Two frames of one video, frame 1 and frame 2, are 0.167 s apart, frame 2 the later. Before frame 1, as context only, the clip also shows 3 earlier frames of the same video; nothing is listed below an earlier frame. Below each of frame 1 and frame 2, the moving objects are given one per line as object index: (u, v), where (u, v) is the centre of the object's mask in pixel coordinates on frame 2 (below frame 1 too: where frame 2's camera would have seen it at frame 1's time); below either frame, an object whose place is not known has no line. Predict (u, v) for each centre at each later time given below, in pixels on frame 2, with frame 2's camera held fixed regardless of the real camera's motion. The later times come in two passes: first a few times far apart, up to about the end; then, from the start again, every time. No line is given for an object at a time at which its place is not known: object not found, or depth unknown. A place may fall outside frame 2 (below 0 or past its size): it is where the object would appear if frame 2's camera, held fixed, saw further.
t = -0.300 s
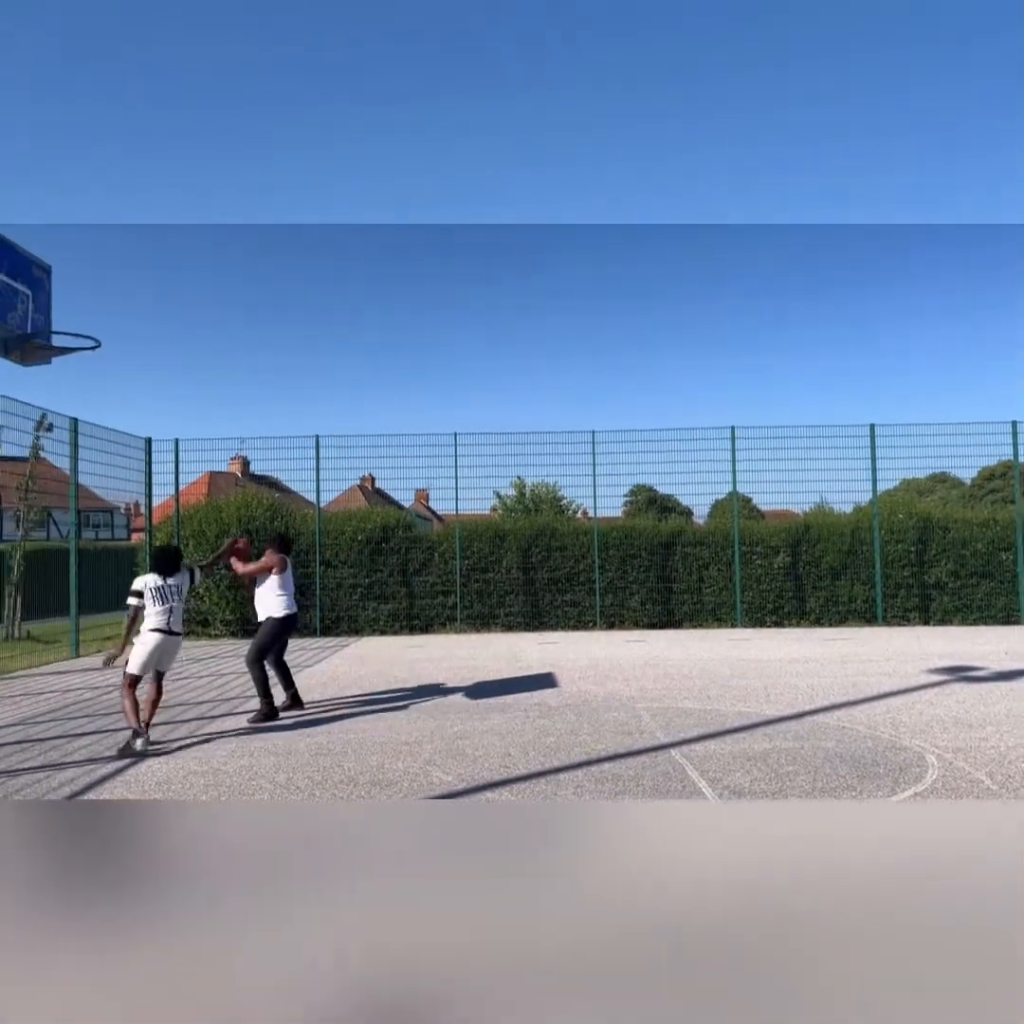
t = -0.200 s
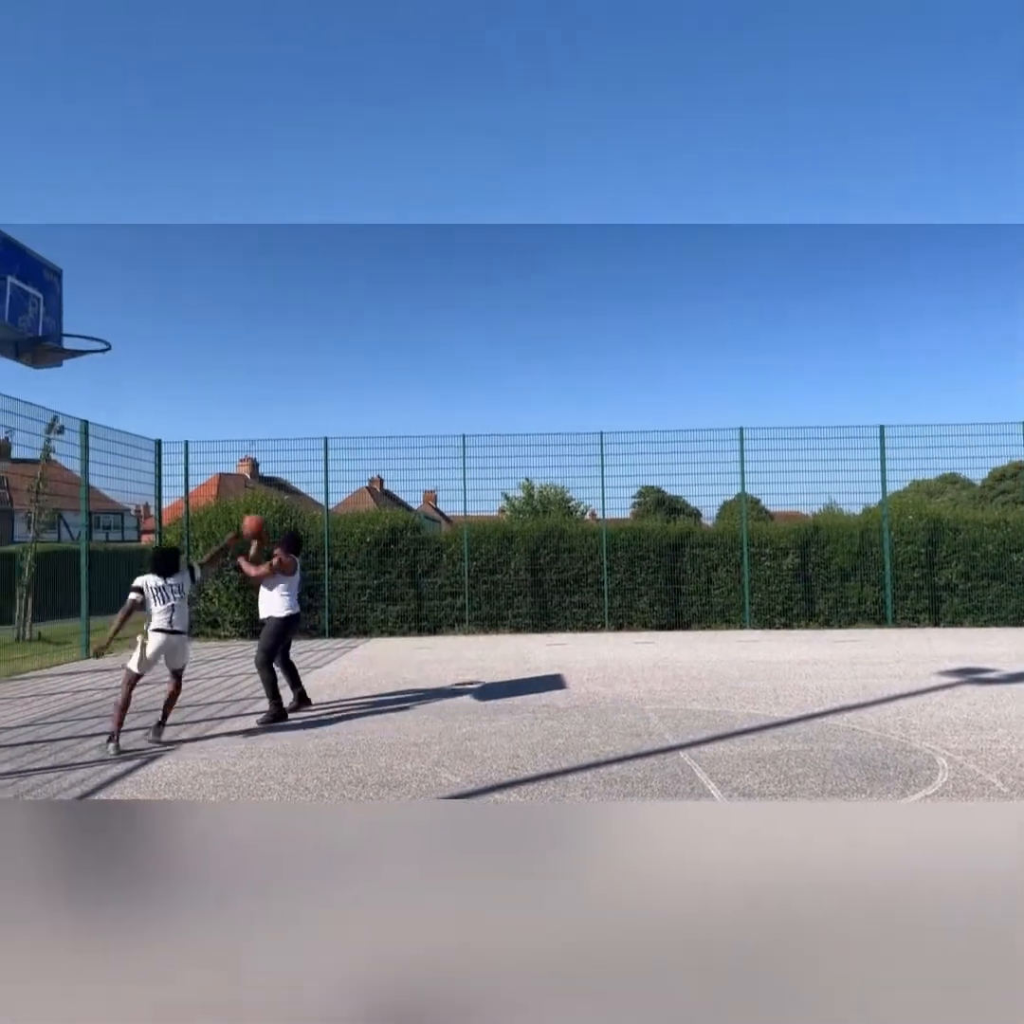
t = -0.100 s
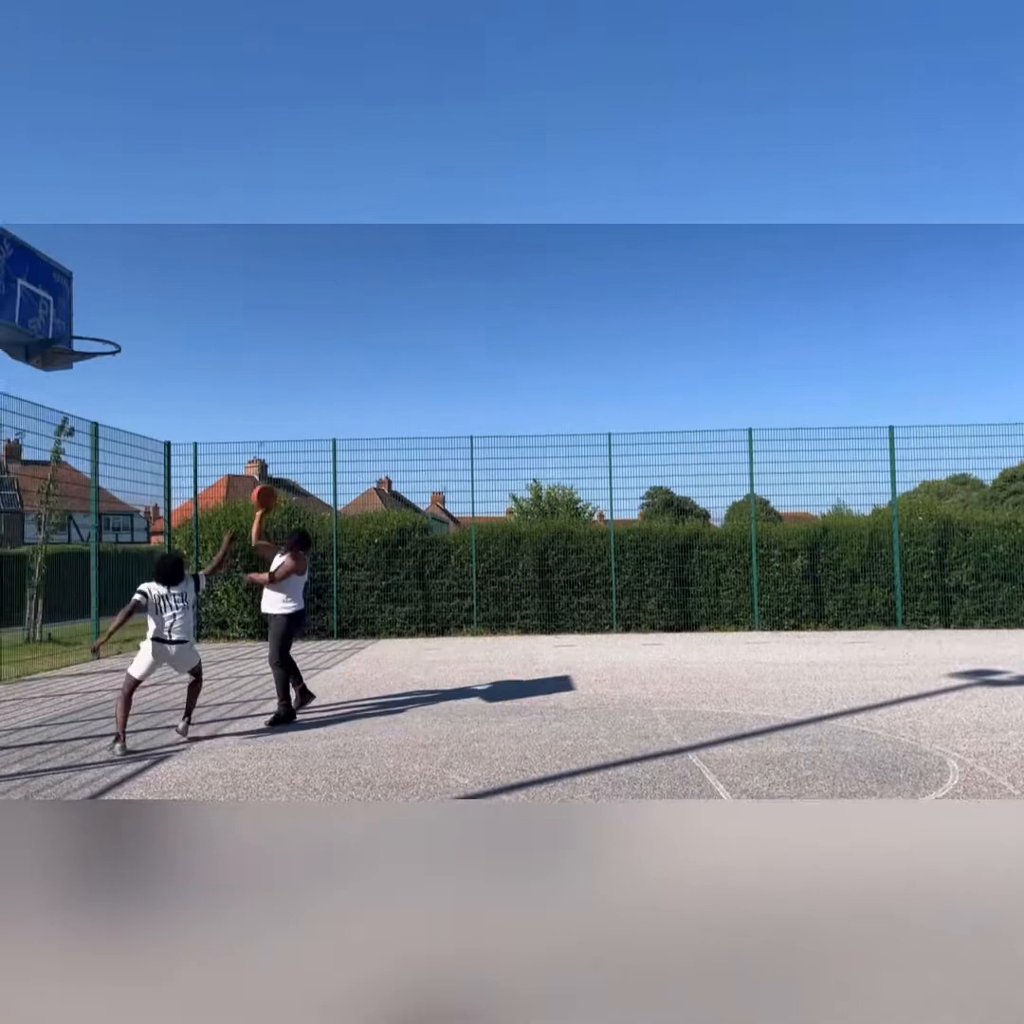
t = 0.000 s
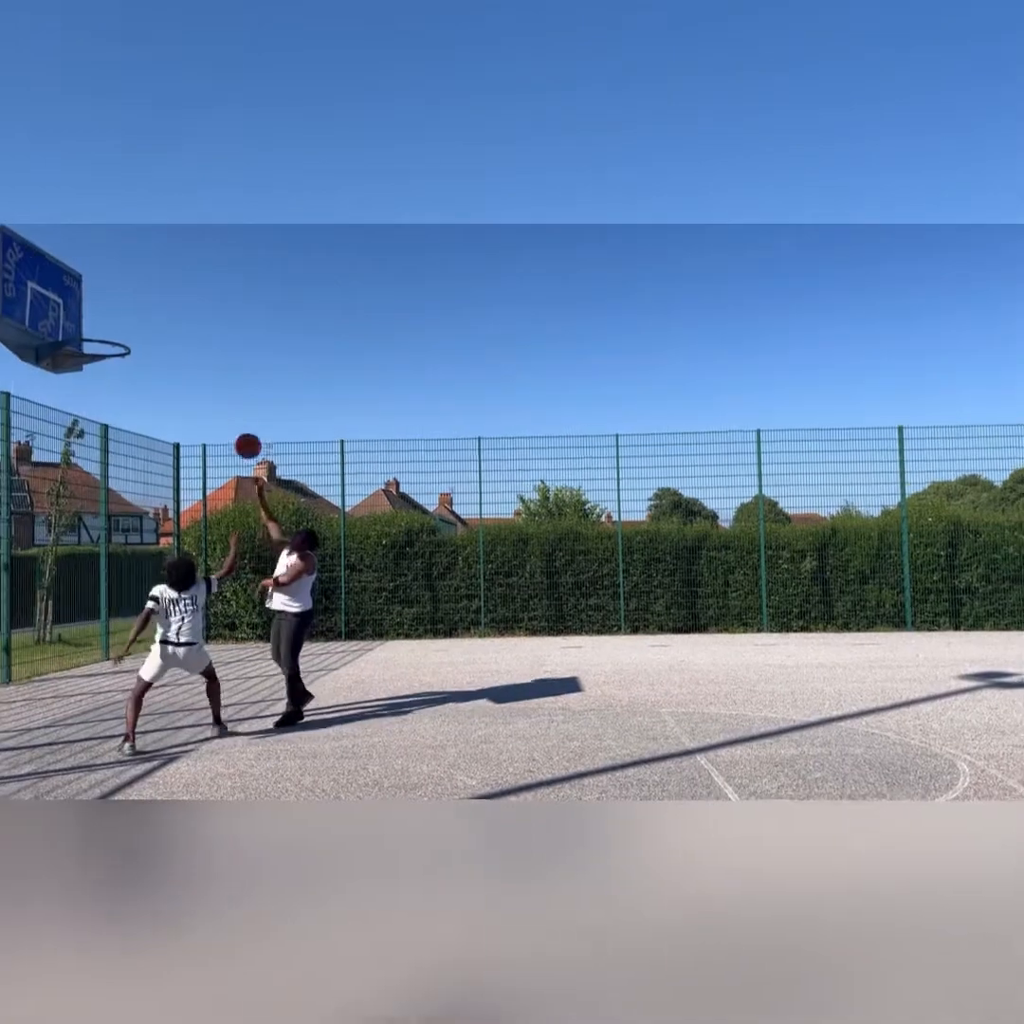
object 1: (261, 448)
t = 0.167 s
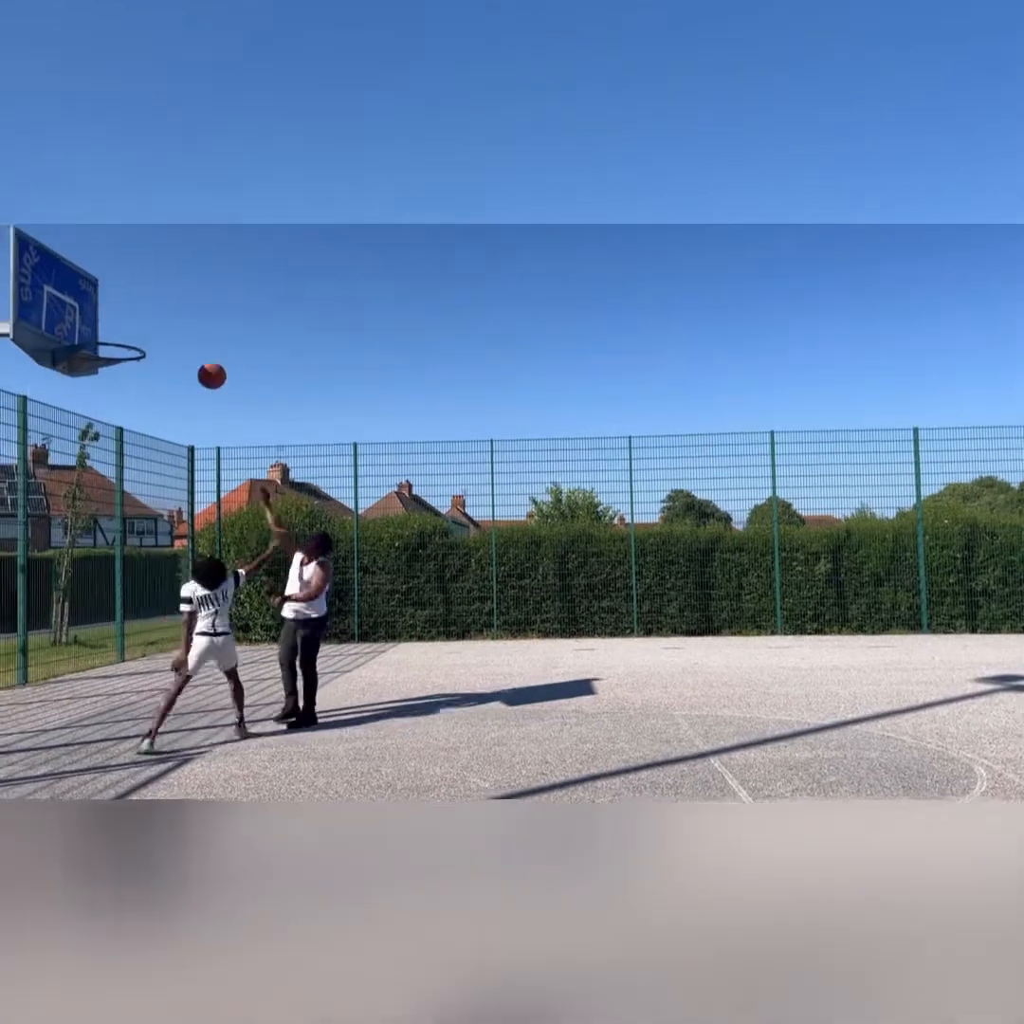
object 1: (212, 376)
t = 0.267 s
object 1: (180, 343)
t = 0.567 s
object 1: (104, 312)
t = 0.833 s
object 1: (118, 389)
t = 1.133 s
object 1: (136, 598)
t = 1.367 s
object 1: (157, 700)
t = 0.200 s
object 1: (201, 364)
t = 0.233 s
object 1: (191, 353)
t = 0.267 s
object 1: (180, 343)
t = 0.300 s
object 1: (169, 335)
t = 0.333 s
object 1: (158, 327)
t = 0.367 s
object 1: (147, 321)
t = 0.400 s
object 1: (136, 316)
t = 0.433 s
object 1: (124, 312)
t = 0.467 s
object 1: (113, 309)
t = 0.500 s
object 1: (102, 308)
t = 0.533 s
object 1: (103, 310)
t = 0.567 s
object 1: (104, 312)
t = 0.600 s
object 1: (106, 317)
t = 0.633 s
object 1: (108, 323)
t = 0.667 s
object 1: (110, 330)
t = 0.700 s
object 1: (112, 339)
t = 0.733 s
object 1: (112, 349)
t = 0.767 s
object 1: (115, 361)
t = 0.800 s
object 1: (117, 374)
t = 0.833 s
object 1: (118, 389)
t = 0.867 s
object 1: (121, 405)
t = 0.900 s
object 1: (123, 423)
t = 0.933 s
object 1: (125, 442)
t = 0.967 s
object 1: (127, 464)
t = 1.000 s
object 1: (129, 487)
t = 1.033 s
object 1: (130, 512)
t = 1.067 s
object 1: (131, 538)
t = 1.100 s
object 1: (135, 568)
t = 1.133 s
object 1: (136, 598)
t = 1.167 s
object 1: (137, 630)
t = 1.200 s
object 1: (140, 667)
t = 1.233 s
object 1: (142, 703)
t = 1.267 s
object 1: (144, 742)
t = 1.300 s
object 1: (146, 761)
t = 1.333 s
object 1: (152, 728)
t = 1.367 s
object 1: (157, 700)
